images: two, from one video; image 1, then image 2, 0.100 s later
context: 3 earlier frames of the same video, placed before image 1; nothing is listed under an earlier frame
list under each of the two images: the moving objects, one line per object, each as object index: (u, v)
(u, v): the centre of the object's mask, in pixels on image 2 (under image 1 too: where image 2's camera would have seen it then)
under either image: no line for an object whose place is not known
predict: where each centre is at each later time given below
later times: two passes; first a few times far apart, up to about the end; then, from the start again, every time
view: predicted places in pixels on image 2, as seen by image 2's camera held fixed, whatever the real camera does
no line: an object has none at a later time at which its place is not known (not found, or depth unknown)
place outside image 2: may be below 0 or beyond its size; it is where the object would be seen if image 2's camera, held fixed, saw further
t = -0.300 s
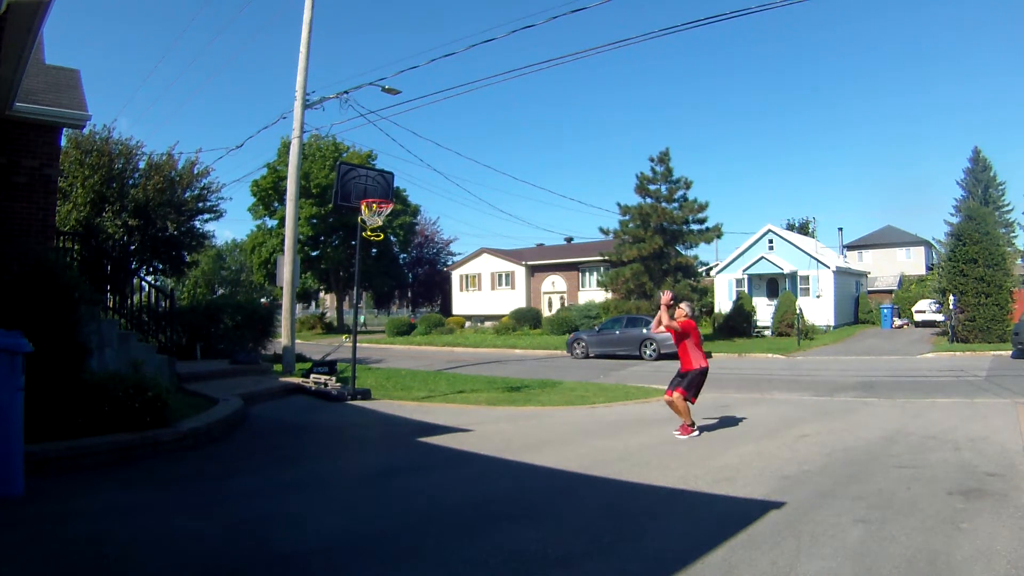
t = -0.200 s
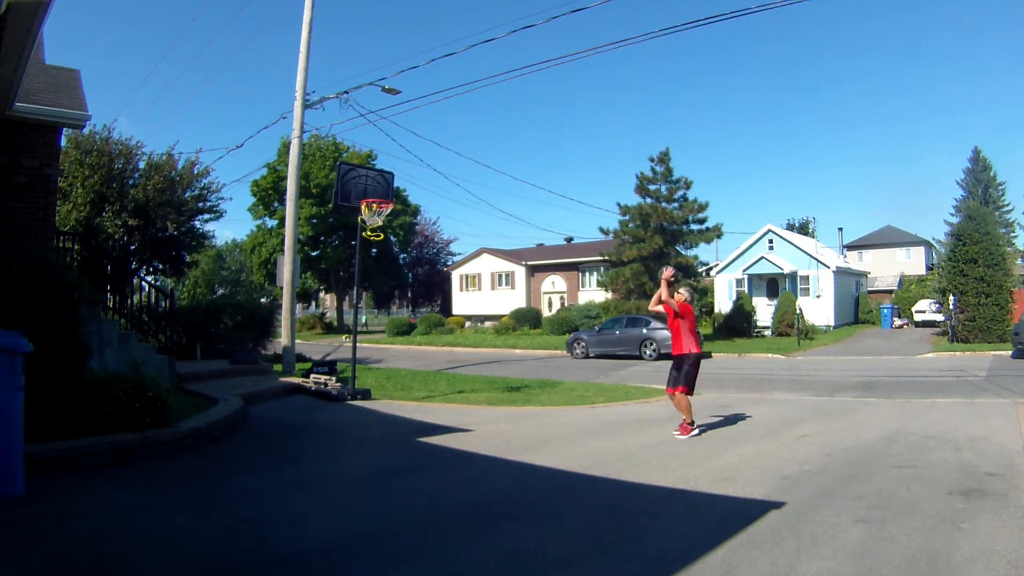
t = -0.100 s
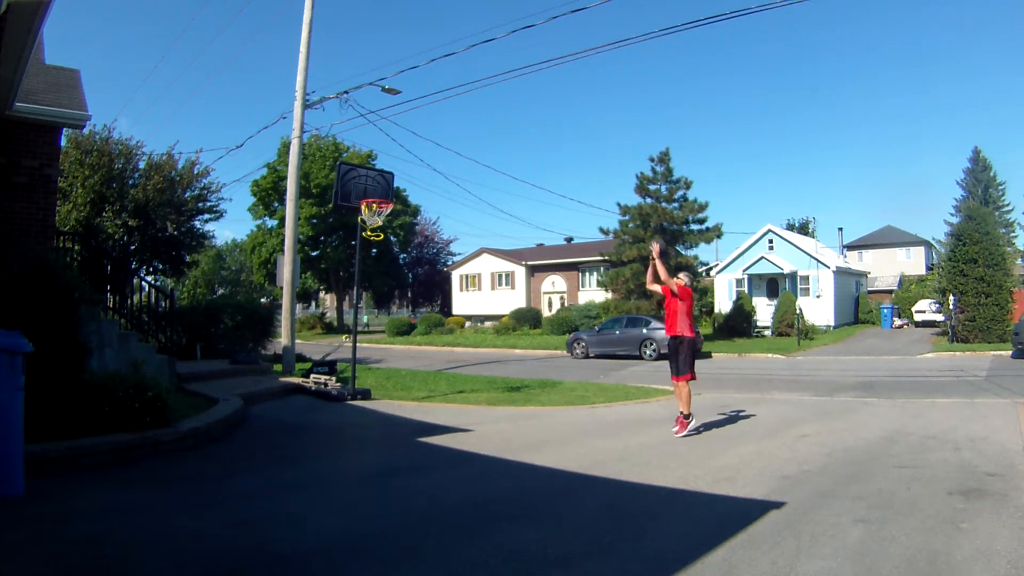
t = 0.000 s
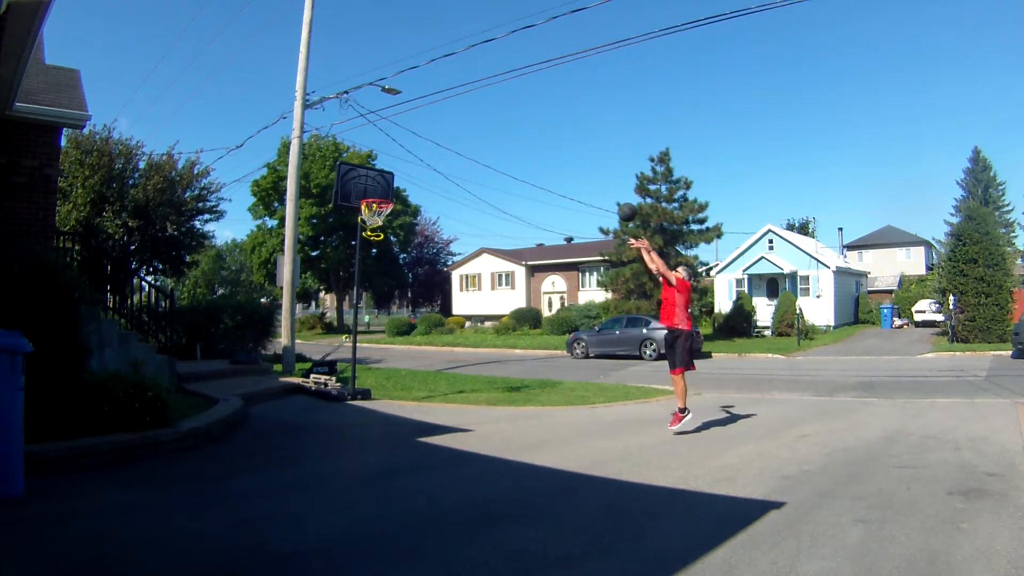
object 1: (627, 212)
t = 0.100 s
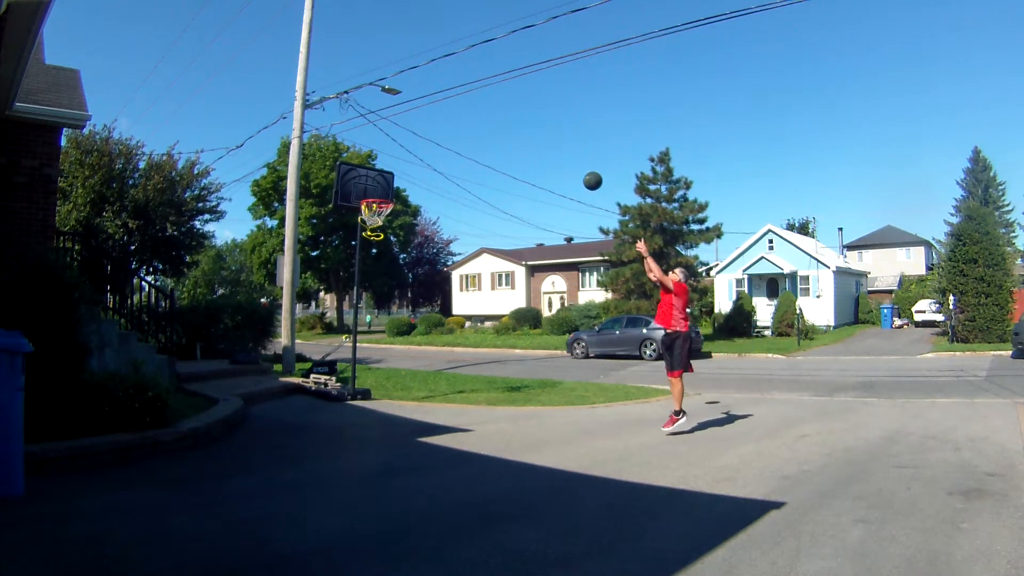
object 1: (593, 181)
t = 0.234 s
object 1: (549, 154)
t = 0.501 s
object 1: (471, 143)
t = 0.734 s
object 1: (410, 175)
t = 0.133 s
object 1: (581, 173)
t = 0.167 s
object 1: (571, 165)
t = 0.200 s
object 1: (560, 159)
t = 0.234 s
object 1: (549, 154)
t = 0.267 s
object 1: (539, 150)
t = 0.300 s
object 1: (529, 146)
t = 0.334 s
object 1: (519, 144)
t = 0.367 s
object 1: (509, 142)
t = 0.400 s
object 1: (499, 141)
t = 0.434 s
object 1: (490, 141)
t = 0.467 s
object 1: (480, 142)
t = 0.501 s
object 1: (471, 143)
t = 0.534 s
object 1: (462, 146)
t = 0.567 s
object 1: (453, 148)
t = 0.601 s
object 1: (444, 152)
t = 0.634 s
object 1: (436, 157)
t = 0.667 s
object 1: (427, 162)
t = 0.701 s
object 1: (419, 168)
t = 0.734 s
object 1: (410, 175)
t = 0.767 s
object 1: (402, 182)
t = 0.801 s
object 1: (394, 190)
